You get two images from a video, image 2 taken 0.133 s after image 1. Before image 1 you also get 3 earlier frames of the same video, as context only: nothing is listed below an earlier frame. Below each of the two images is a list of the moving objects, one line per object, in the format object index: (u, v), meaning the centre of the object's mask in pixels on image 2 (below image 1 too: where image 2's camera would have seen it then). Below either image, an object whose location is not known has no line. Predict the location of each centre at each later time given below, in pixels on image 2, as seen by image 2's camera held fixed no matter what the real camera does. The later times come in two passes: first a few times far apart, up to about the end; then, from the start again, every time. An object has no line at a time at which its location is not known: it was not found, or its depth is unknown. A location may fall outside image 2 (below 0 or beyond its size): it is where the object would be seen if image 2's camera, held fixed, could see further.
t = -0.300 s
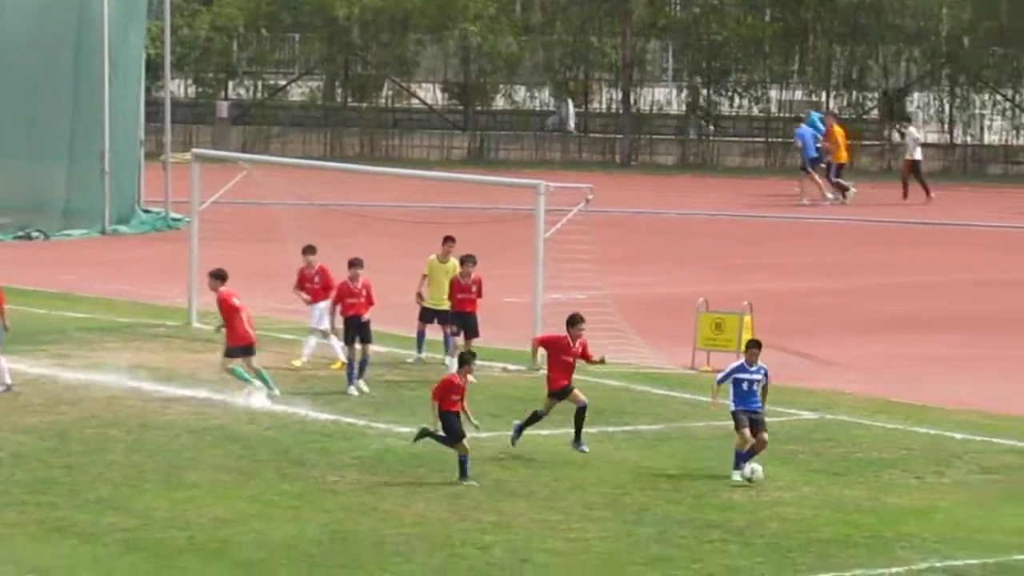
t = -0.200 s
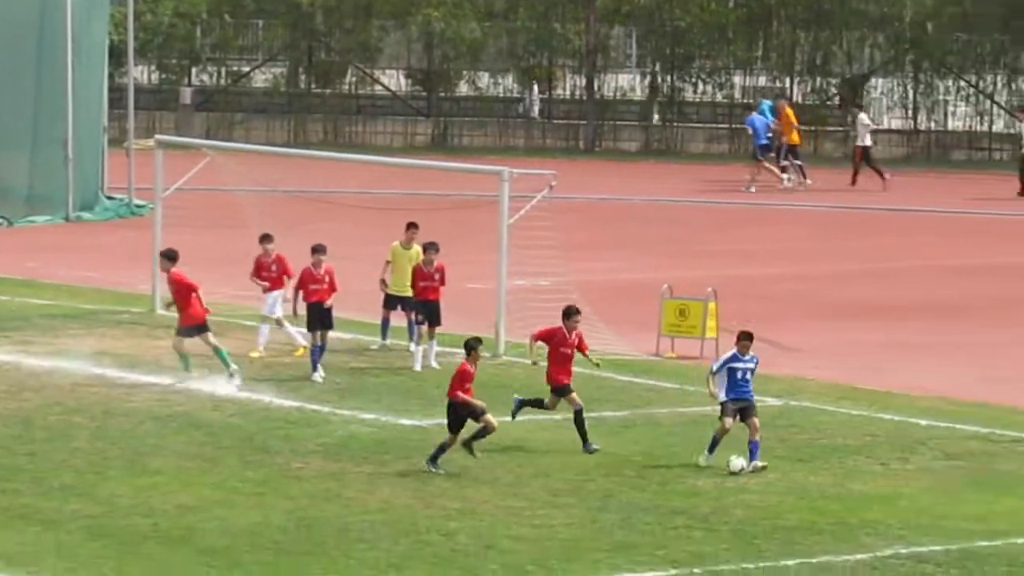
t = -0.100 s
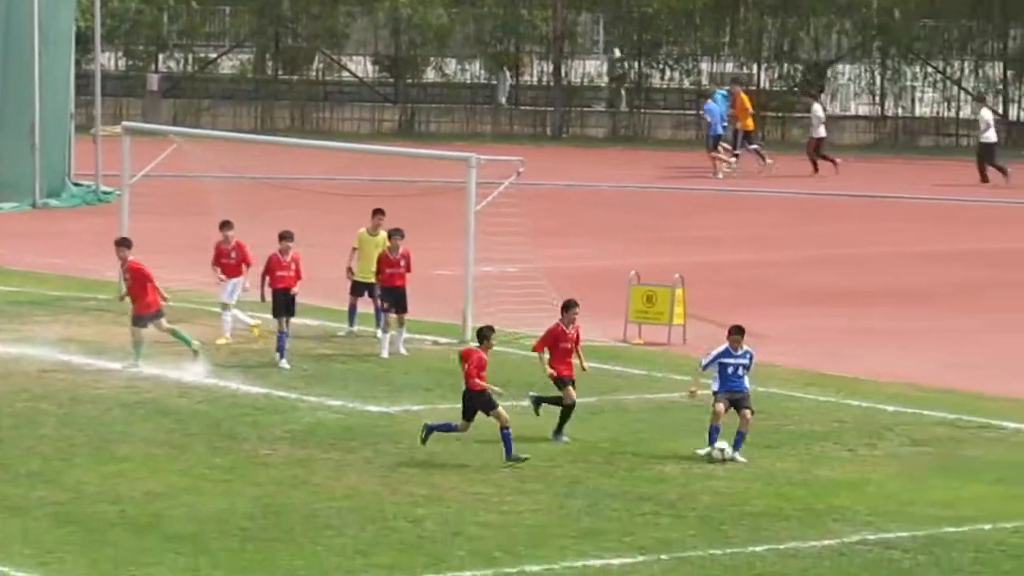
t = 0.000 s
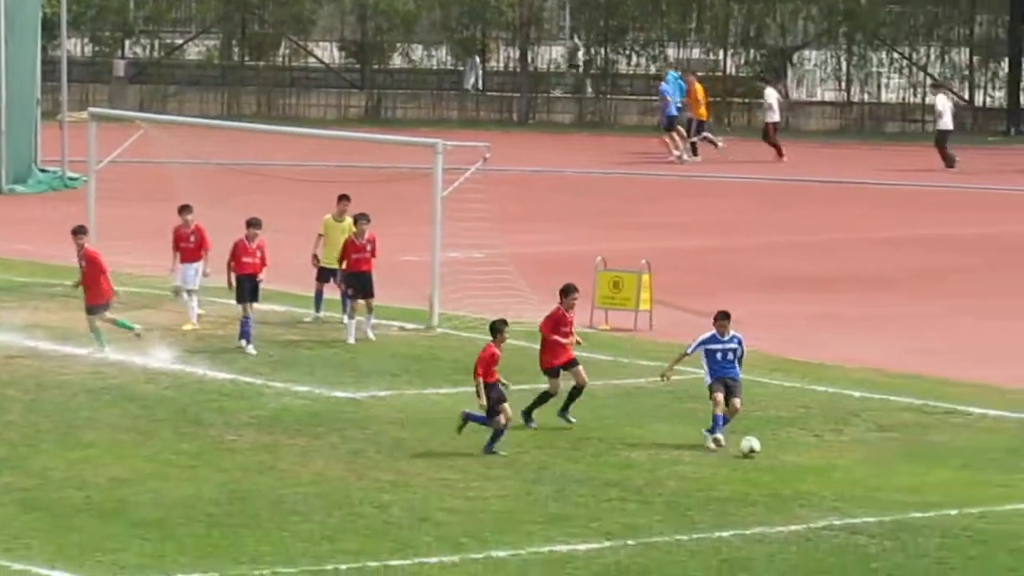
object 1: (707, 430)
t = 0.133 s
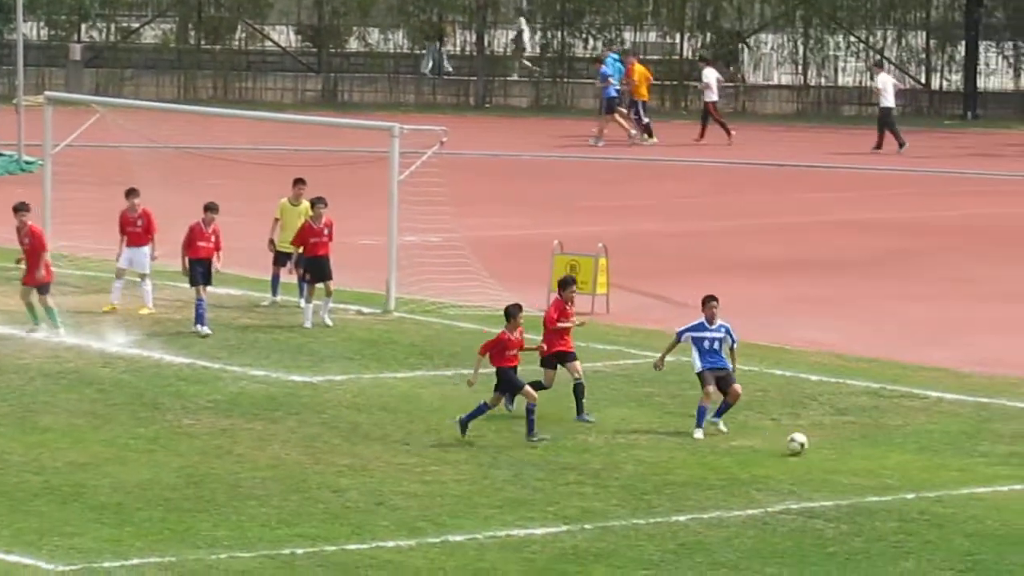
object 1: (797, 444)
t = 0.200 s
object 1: (843, 452)
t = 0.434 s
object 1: (976, 468)
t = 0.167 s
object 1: (820, 448)
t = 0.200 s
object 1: (843, 452)
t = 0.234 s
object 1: (864, 456)
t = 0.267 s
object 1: (882, 456)
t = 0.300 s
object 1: (901, 455)
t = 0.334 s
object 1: (920, 456)
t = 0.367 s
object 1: (938, 458)
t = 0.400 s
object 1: (957, 463)
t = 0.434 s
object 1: (976, 468)
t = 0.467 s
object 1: (995, 474)
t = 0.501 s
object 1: (1012, 477)
